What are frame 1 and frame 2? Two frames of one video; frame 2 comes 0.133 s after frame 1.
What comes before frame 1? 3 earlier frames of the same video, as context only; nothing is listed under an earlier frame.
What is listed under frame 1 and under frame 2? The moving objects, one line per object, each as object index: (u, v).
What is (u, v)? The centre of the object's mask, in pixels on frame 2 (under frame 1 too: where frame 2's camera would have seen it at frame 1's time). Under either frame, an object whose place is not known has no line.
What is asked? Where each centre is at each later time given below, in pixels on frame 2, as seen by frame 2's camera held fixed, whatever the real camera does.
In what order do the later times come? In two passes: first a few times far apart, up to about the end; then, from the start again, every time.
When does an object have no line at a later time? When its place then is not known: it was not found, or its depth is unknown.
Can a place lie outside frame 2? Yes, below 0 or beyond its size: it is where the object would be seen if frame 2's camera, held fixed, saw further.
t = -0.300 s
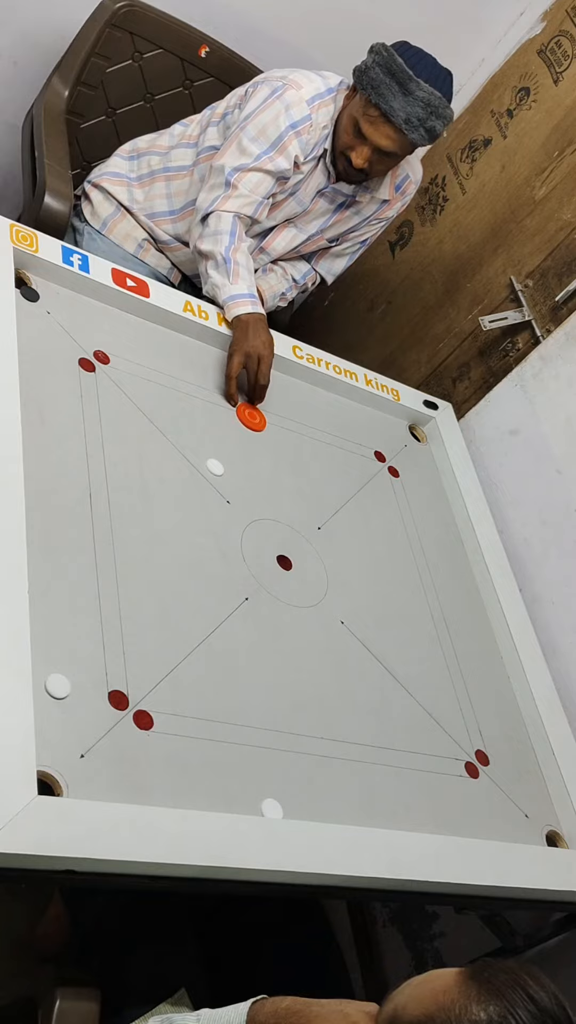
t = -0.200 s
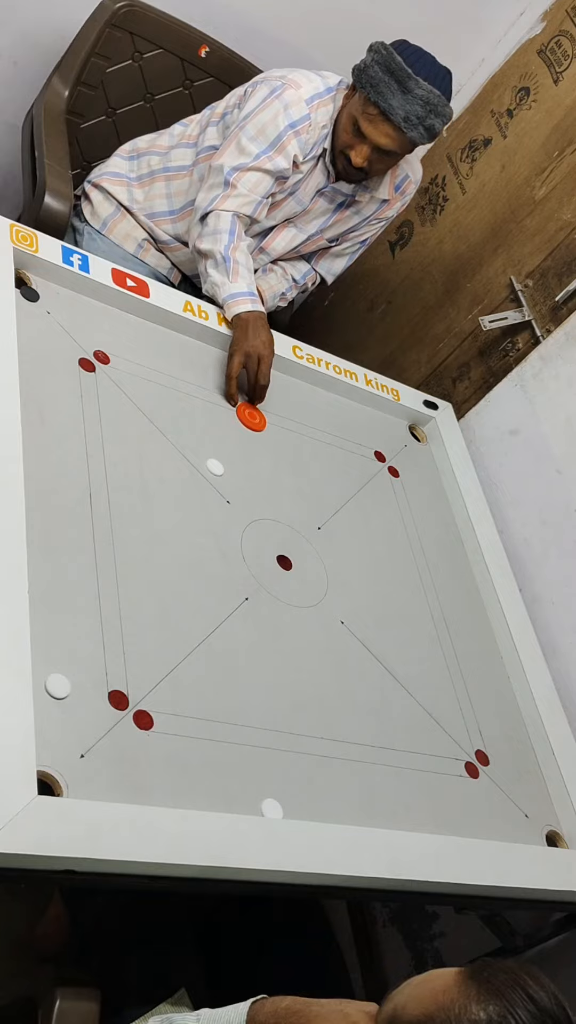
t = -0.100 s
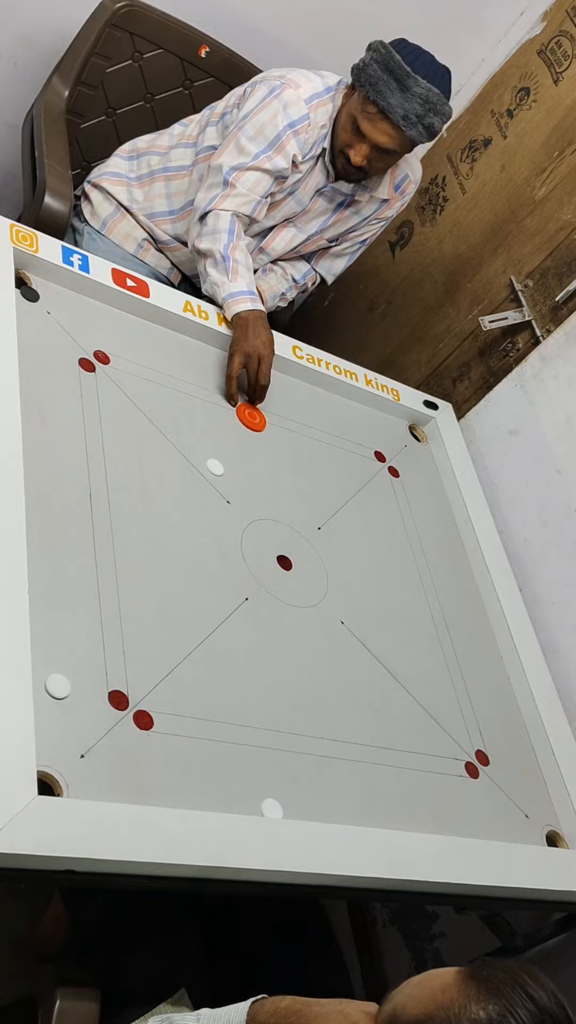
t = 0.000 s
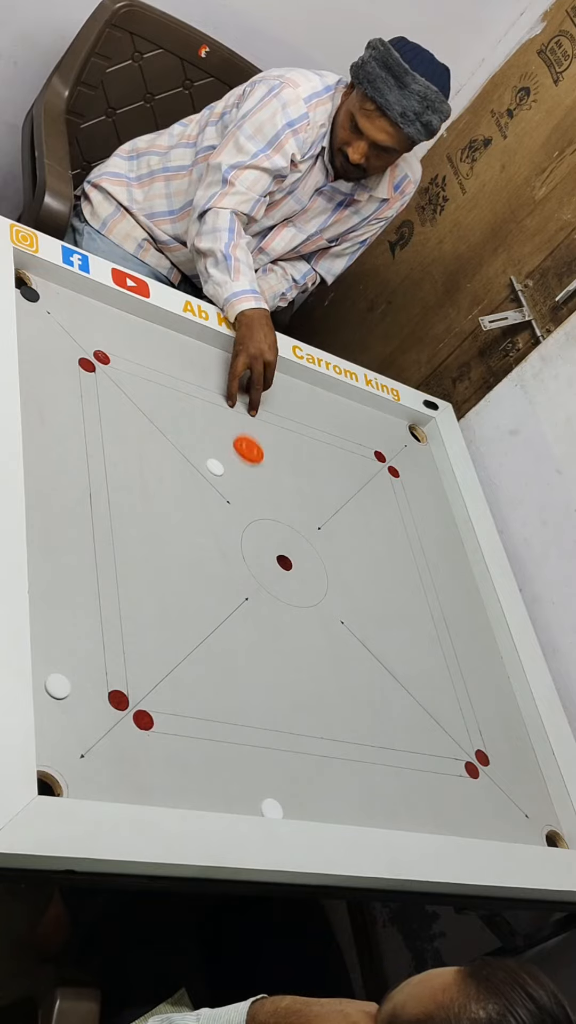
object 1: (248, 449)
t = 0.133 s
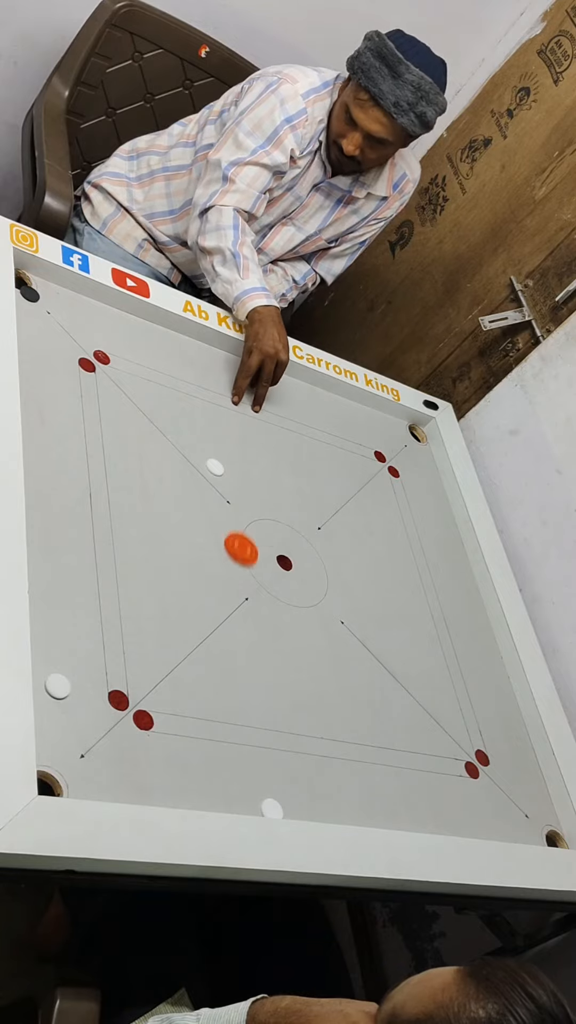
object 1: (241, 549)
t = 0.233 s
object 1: (235, 633)
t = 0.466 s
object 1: (208, 754)
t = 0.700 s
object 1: (159, 602)
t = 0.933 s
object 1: (122, 480)
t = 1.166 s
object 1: (96, 384)
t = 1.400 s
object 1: (77, 307)
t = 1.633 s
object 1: (80, 333)
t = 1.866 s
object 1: (86, 361)
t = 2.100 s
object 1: (91, 381)
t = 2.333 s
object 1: (95, 393)
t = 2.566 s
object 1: (97, 397)
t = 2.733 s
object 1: (97, 397)
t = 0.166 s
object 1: (239, 574)
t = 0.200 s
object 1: (238, 602)
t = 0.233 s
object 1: (235, 633)
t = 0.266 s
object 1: (234, 663)
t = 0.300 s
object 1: (232, 695)
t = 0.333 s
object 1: (229, 730)
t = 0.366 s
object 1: (228, 763)
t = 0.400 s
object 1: (225, 796)
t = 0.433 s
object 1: (216, 779)
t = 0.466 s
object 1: (208, 754)
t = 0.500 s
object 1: (200, 729)
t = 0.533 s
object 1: (192, 705)
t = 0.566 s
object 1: (185, 684)
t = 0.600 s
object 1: (178, 662)
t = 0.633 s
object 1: (171, 641)
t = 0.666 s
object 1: (165, 622)
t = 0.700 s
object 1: (159, 602)
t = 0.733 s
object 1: (153, 582)
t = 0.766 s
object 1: (147, 565)
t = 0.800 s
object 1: (142, 547)
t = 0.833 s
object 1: (136, 529)
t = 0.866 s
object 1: (132, 513)
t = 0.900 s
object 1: (127, 497)
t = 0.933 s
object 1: (122, 480)
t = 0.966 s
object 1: (117, 466)
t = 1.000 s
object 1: (113, 451)
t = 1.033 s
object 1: (109, 436)
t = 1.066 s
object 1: (105, 423)
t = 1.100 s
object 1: (102, 409)
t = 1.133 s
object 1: (99, 396)
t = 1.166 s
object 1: (96, 384)
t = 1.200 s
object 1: (93, 372)
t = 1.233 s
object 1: (90, 360)
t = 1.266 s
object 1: (87, 349)
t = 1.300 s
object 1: (84, 338)
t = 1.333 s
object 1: (82, 327)
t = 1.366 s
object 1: (80, 317)
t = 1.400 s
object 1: (77, 307)
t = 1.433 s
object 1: (77, 305)
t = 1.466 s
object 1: (77, 310)
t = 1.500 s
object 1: (77, 315)
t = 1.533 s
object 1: (78, 320)
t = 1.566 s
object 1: (79, 324)
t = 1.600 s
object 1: (80, 329)
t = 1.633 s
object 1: (80, 333)
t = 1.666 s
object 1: (81, 337)
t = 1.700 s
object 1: (82, 341)
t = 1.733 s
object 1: (83, 346)
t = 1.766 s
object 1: (84, 349)
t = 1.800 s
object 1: (84, 354)
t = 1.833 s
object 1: (85, 358)
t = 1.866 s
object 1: (86, 361)
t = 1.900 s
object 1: (86, 364)
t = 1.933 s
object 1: (87, 367)
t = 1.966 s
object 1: (88, 370)
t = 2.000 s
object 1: (89, 373)
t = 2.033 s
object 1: (89, 376)
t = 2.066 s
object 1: (90, 378)
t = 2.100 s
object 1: (91, 381)
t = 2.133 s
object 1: (91, 383)
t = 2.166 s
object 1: (92, 385)
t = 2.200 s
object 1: (93, 387)
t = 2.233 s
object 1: (93, 389)
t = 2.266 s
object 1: (94, 391)
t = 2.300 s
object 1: (95, 392)
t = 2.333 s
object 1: (95, 393)
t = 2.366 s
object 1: (96, 394)
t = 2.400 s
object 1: (97, 395)
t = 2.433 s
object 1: (97, 396)
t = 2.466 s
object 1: (97, 397)
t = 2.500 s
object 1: (97, 397)
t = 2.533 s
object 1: (97, 397)
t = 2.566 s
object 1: (97, 397)
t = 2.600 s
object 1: (97, 397)
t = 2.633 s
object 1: (97, 397)
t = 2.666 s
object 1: (98, 397)
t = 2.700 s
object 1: (98, 397)
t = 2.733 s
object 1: (97, 397)
